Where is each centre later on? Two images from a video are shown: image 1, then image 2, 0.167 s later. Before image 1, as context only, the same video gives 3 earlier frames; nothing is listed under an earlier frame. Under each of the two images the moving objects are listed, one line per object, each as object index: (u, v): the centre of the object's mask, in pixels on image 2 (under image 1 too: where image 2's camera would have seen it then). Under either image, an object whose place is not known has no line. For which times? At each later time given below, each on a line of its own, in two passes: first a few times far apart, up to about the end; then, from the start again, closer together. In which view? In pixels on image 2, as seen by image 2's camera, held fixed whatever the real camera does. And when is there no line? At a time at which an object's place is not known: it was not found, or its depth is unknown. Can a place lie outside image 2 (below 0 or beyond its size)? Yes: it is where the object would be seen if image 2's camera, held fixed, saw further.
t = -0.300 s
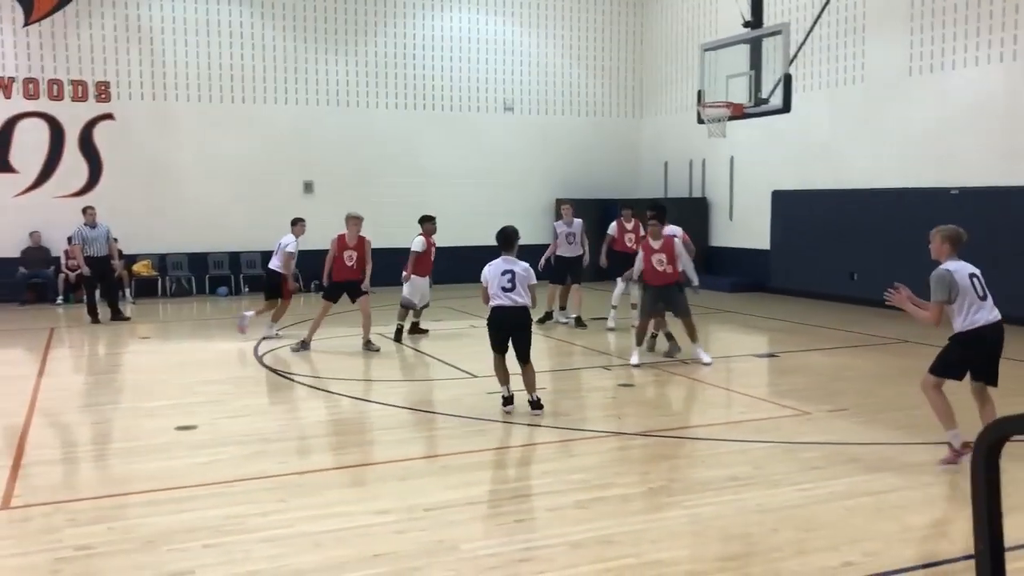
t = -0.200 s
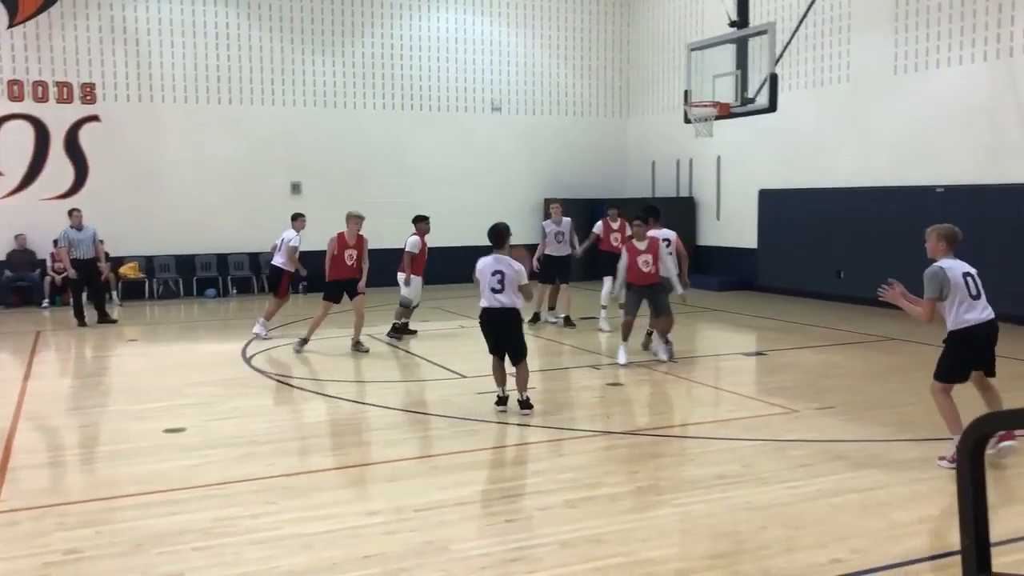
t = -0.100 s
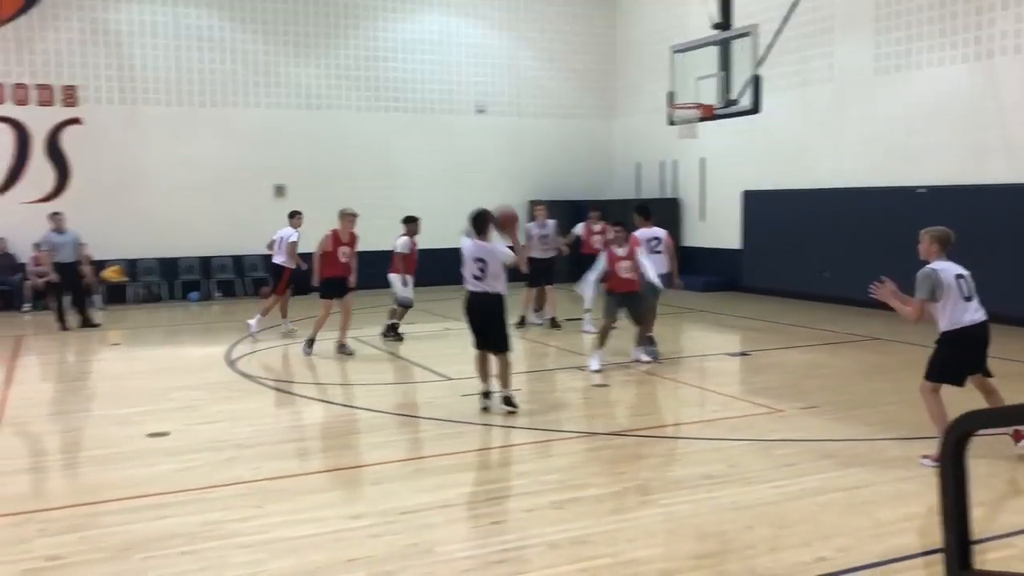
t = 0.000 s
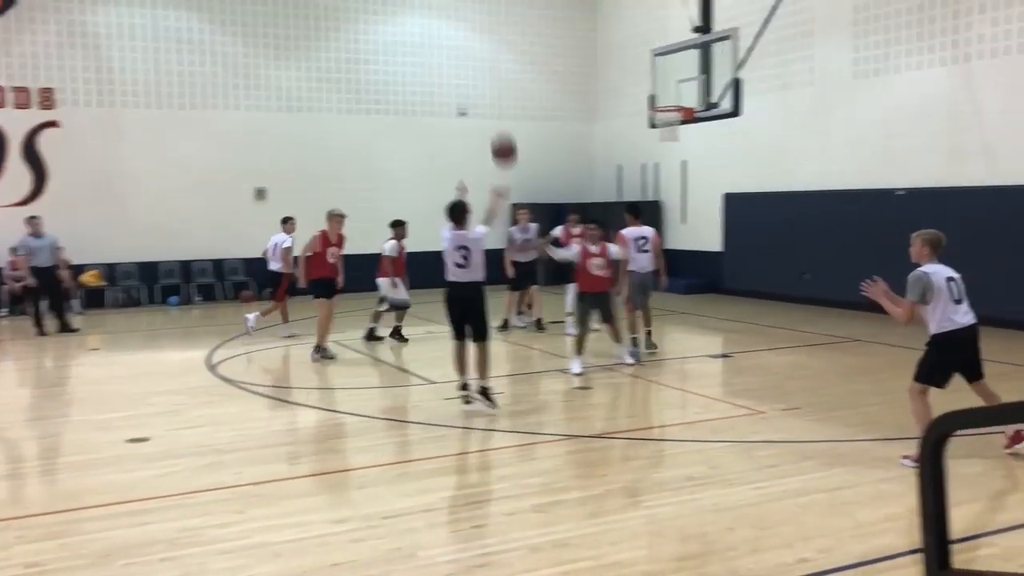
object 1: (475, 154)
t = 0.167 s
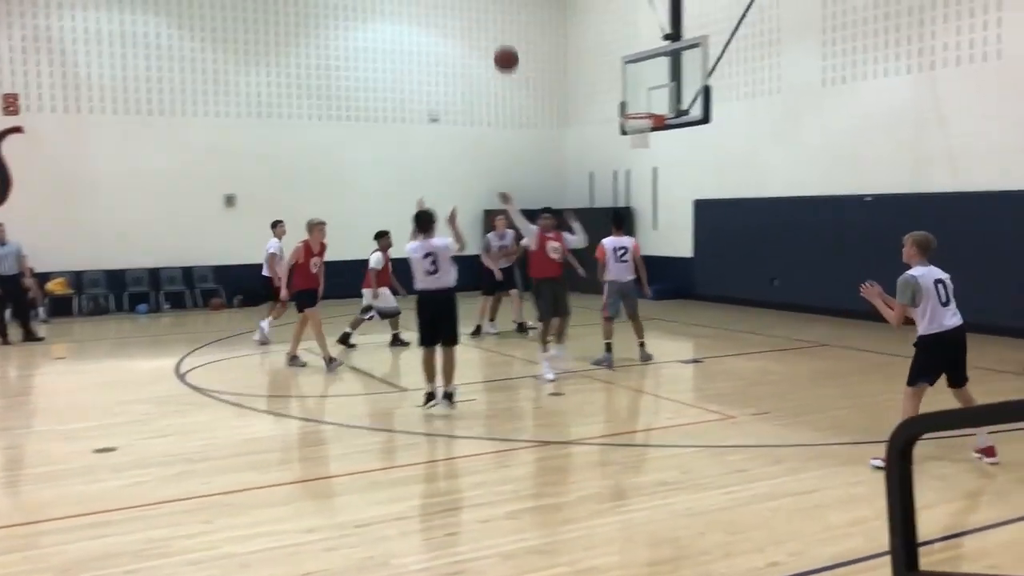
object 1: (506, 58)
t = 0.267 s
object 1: (523, 20)
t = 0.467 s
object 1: (553, -12)
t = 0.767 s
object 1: (589, -9)
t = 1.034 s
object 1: (614, 57)
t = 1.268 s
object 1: (638, 92)
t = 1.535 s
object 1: (658, 64)
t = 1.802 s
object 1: (653, 83)
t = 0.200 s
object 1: (512, 44)
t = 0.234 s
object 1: (517, 31)
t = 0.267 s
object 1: (523, 20)
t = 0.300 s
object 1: (528, 10)
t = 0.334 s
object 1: (533, 2)
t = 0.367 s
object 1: (538, -3)
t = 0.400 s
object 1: (543, -7)
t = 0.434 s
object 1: (548, -10)
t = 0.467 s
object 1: (553, -12)
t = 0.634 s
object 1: (573, -17)
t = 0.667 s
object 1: (577, -16)
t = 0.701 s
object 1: (582, -15)
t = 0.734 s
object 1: (585, -13)
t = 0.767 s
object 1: (589, -9)
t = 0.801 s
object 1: (592, -3)
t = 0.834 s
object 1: (596, 4)
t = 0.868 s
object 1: (599, 11)
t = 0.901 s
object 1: (602, 19)
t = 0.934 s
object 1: (605, 28)
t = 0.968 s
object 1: (608, 37)
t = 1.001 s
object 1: (611, 47)
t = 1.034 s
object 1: (614, 57)
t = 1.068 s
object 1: (617, 68)
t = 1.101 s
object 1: (620, 80)
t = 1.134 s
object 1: (622, 91)
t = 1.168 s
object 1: (625, 105)
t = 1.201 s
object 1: (628, 106)
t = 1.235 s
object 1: (633, 98)
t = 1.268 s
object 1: (638, 92)
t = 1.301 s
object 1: (642, 86)
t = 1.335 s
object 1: (648, 81)
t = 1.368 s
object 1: (652, 76)
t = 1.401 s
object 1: (657, 73)
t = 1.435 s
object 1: (660, 70)
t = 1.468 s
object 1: (659, 67)
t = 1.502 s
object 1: (659, 65)
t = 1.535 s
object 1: (658, 64)
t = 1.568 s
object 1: (658, 64)
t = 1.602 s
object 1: (657, 64)
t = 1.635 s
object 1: (656, 65)
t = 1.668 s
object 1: (656, 67)
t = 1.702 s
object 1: (655, 70)
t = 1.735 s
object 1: (655, 73)
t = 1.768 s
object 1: (654, 78)
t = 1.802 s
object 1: (653, 83)
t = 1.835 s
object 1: (652, 89)
